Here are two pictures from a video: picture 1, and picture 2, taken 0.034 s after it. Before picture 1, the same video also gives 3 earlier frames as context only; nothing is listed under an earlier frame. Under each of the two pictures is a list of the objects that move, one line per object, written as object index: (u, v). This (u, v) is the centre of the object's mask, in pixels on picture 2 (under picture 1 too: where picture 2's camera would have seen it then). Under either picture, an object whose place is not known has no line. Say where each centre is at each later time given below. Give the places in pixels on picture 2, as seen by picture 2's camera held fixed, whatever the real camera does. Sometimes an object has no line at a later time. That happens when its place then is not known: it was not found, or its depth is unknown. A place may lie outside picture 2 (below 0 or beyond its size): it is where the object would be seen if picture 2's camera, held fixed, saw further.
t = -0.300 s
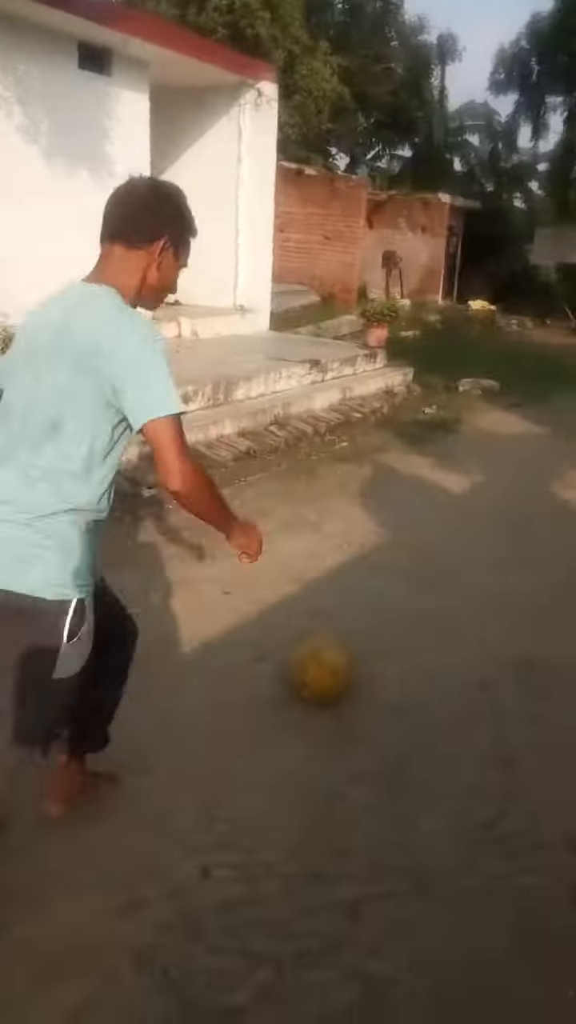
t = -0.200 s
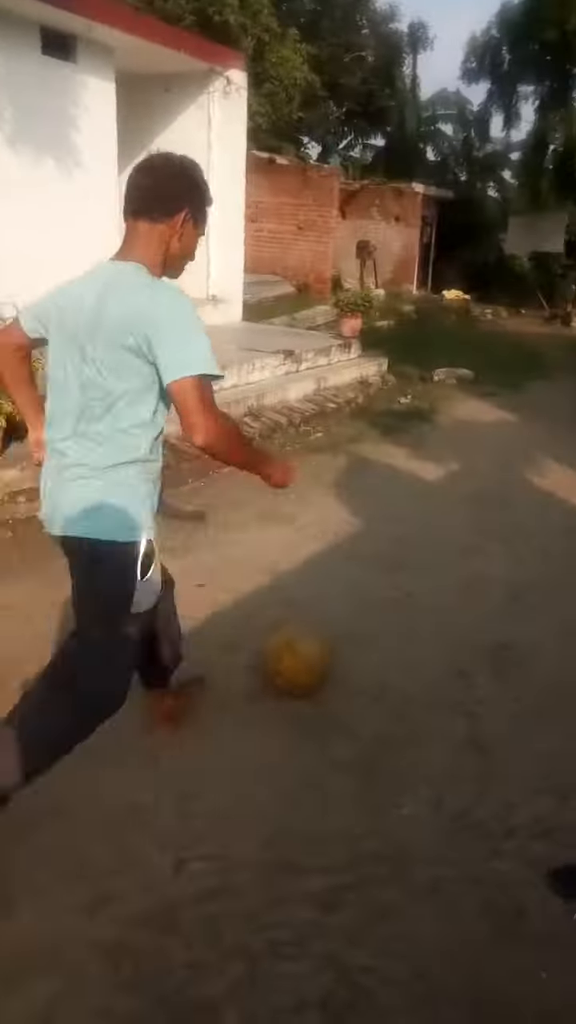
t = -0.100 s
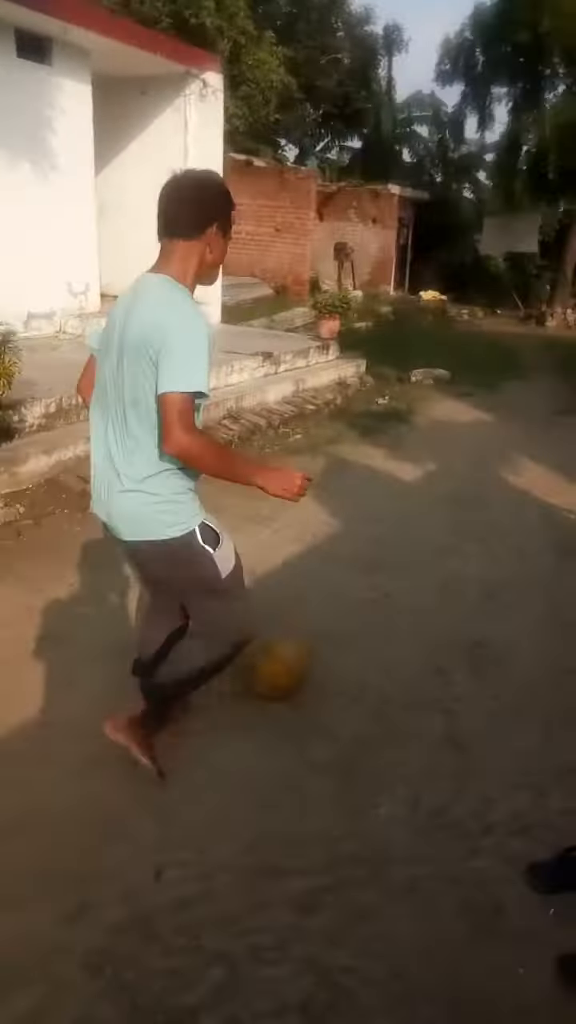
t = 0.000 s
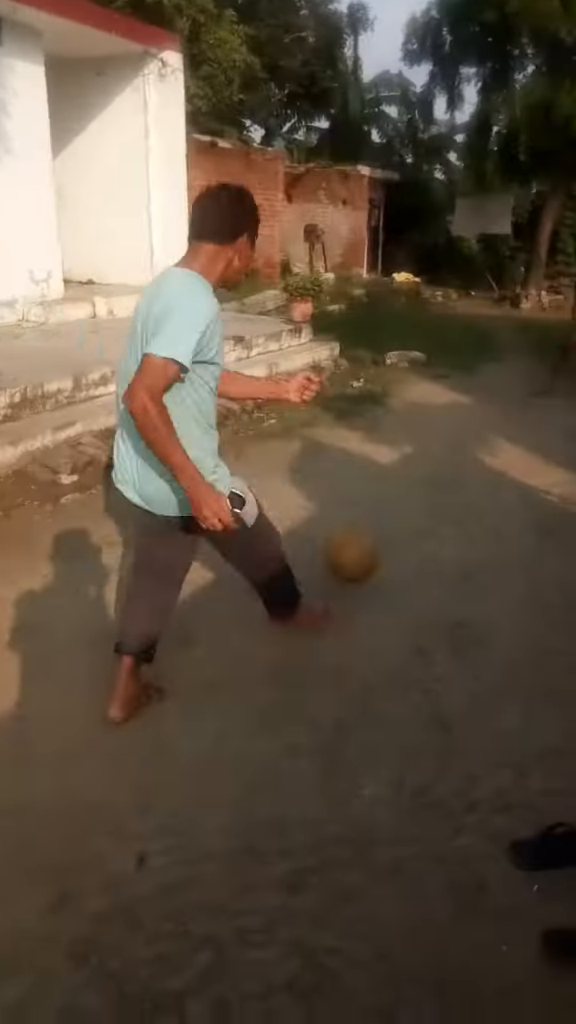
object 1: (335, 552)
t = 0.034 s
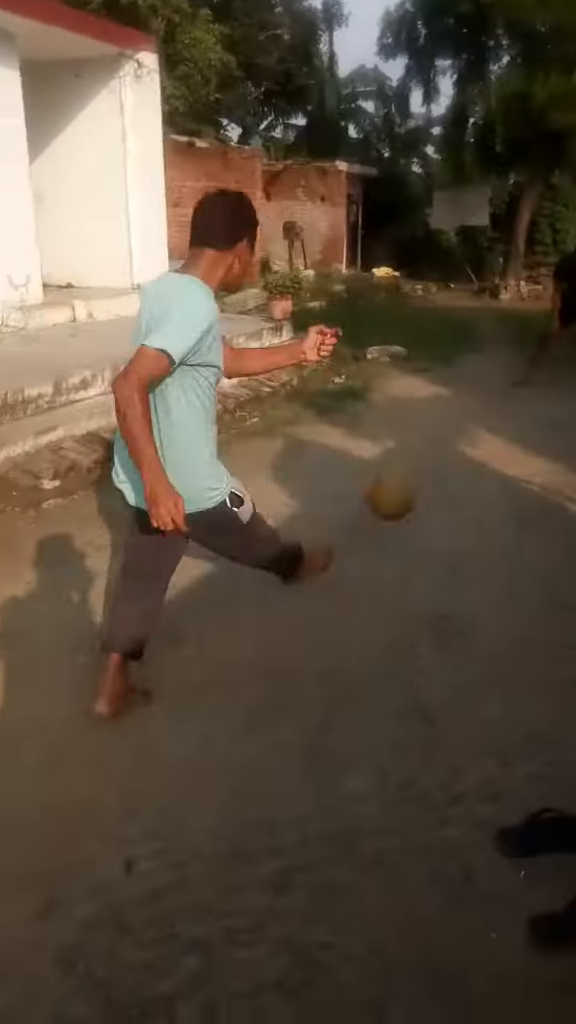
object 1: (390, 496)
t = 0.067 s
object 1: (435, 453)
